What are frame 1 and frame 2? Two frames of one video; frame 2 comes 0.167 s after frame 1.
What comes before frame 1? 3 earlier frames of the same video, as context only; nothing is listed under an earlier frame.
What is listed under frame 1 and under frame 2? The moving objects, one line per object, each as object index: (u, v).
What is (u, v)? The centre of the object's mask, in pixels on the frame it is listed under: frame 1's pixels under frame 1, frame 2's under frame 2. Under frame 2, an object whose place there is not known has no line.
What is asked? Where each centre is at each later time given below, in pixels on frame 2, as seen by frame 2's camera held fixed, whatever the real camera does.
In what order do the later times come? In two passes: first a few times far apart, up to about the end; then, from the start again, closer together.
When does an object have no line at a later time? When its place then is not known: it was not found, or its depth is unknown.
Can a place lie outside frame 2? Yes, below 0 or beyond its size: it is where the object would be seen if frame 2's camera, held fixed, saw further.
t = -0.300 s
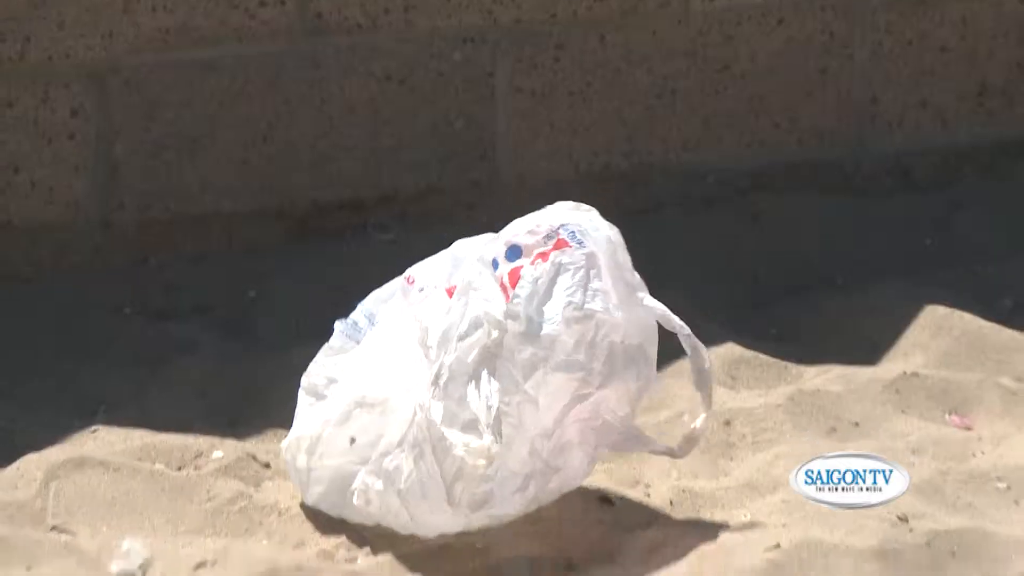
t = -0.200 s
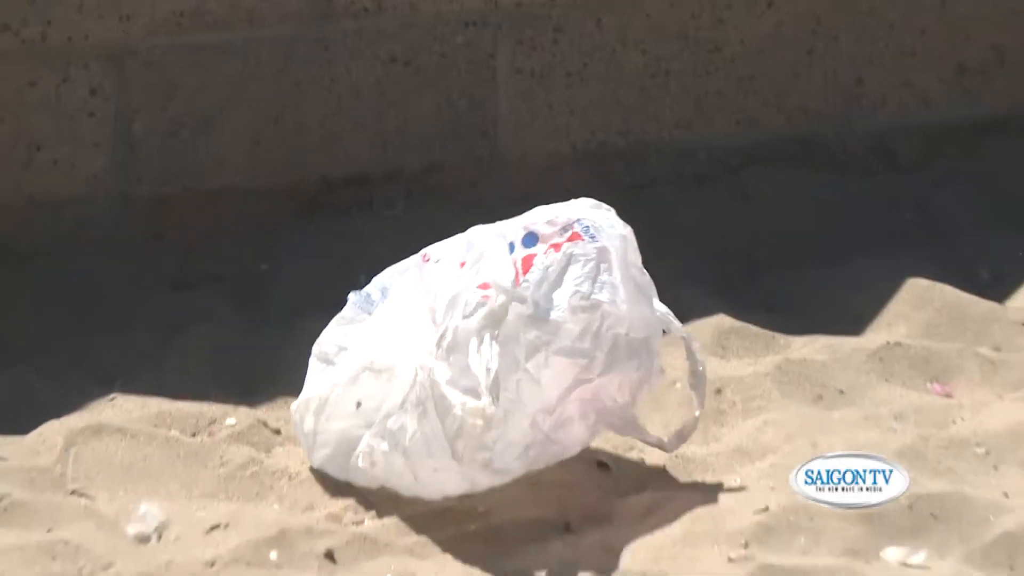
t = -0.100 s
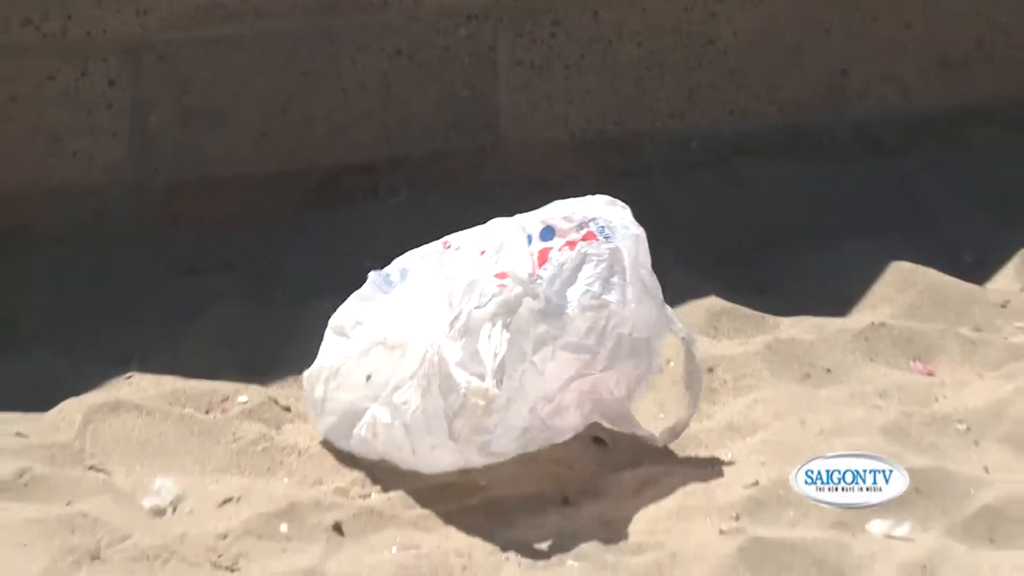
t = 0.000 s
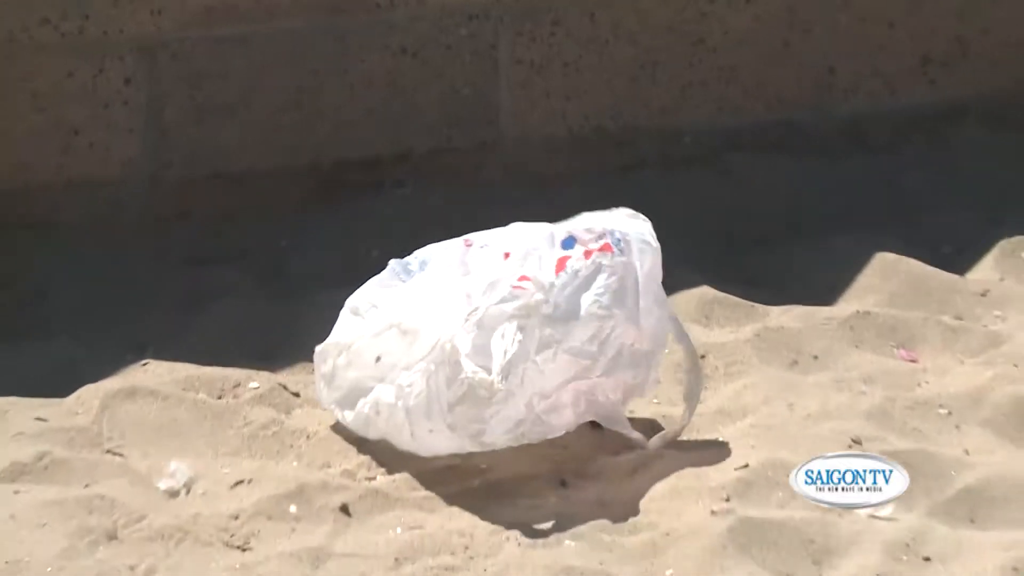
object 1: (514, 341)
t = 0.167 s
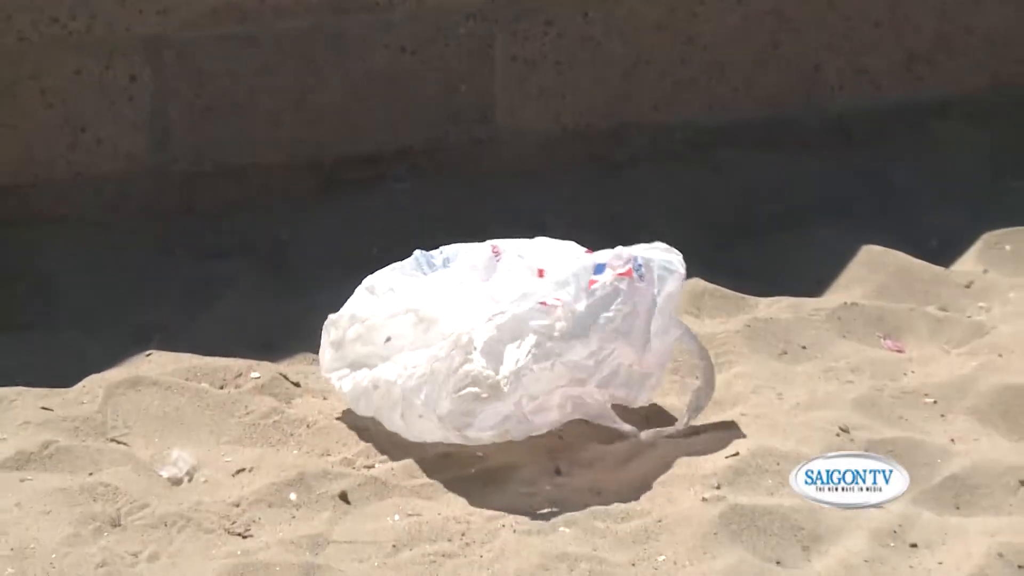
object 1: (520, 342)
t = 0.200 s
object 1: (521, 343)
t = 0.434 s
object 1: (531, 344)
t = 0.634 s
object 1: (539, 346)
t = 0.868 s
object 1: (547, 353)
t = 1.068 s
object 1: (548, 361)
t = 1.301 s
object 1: (548, 365)
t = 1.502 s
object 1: (548, 364)
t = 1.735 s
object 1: (548, 364)
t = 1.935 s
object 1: (548, 364)
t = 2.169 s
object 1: (548, 365)
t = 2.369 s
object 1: (547, 365)
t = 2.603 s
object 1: (547, 365)
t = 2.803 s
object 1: (548, 366)
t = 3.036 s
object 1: (547, 365)
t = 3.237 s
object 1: (547, 365)
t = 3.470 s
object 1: (547, 365)
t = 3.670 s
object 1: (547, 365)
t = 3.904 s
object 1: (546, 365)
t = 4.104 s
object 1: (547, 366)
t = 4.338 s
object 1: (547, 365)
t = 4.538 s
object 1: (547, 365)
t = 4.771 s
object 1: (547, 365)
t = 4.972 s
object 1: (547, 365)
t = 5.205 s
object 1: (547, 366)
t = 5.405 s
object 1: (547, 366)
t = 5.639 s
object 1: (547, 365)
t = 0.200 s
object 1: (521, 343)
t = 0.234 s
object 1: (523, 344)
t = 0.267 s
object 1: (524, 344)
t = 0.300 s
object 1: (525, 344)
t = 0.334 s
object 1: (527, 344)
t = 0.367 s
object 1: (528, 344)
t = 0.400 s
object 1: (530, 344)
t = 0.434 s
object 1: (531, 344)
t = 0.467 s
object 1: (533, 345)
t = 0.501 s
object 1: (534, 345)
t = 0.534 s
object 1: (535, 345)
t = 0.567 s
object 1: (537, 346)
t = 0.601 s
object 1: (538, 346)
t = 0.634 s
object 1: (539, 346)
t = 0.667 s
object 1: (540, 347)
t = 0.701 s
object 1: (541, 348)
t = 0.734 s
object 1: (542, 349)
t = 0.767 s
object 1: (543, 350)
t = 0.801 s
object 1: (544, 351)
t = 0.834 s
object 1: (546, 352)
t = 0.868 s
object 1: (547, 353)
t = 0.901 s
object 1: (548, 353)
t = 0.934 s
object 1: (548, 354)
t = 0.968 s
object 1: (548, 355)
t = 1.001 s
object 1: (549, 358)
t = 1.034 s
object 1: (549, 360)
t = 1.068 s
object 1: (548, 361)
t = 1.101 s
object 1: (548, 363)
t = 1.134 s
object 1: (548, 363)
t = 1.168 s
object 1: (548, 363)
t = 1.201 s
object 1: (547, 364)
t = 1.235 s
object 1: (547, 364)
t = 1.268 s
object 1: (547, 364)
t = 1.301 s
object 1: (548, 365)
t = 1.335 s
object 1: (548, 365)
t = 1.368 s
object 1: (548, 365)
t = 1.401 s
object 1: (548, 364)
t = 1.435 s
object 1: (548, 364)
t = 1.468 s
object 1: (548, 364)
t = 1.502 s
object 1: (548, 364)
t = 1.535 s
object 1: (548, 364)
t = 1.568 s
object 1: (548, 364)
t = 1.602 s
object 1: (548, 364)
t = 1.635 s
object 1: (548, 364)
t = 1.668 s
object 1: (548, 364)
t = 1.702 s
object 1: (548, 364)
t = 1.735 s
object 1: (548, 364)
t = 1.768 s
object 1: (548, 364)
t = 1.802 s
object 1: (548, 364)
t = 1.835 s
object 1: (548, 364)
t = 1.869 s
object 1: (548, 364)
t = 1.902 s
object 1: (547, 364)
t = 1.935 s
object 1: (548, 364)
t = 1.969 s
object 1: (547, 364)
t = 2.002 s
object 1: (548, 365)
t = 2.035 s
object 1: (547, 365)
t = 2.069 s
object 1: (547, 365)
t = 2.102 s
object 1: (547, 365)
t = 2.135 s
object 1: (547, 365)
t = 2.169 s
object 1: (548, 365)
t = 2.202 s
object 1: (548, 365)
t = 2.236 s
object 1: (547, 365)
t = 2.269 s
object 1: (547, 365)
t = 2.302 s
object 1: (547, 365)
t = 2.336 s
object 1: (547, 365)
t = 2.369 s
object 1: (547, 365)
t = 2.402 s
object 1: (547, 365)
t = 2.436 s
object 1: (547, 365)
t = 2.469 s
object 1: (547, 365)
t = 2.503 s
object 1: (547, 365)
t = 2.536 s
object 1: (547, 365)
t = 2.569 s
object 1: (547, 365)
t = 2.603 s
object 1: (547, 365)
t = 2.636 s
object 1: (547, 365)
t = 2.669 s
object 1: (547, 365)
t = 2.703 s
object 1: (548, 365)
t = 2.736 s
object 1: (548, 366)
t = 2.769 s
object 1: (548, 366)
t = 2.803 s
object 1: (548, 366)
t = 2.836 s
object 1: (548, 366)
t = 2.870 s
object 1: (548, 366)
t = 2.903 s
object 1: (548, 366)
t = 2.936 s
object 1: (548, 366)
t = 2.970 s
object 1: (548, 366)
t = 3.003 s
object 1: (547, 366)
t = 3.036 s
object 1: (547, 365)
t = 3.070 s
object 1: (547, 365)
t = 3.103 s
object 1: (547, 365)
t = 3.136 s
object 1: (547, 365)
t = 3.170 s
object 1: (547, 365)
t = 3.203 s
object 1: (547, 365)
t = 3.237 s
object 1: (547, 365)
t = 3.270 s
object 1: (547, 365)
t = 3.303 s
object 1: (548, 365)
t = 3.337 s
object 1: (547, 365)
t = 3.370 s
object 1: (547, 365)
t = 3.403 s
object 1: (547, 365)
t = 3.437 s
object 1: (547, 365)
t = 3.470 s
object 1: (547, 365)
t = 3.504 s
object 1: (547, 365)
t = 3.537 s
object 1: (547, 365)
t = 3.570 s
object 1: (547, 365)
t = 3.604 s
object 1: (547, 365)
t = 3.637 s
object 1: (547, 365)
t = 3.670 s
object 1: (547, 365)
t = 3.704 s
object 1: (547, 365)
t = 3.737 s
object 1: (547, 365)
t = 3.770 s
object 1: (547, 365)
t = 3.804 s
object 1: (547, 365)
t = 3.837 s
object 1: (546, 365)
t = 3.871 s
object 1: (547, 365)
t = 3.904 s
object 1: (546, 365)
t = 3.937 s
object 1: (547, 365)
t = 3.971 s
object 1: (546, 365)
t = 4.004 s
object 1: (547, 365)
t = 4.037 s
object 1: (547, 365)
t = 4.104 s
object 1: (547, 366)
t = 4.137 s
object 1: (547, 365)
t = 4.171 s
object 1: (547, 365)
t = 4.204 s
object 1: (547, 365)
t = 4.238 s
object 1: (547, 365)
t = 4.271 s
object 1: (546, 365)
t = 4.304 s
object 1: (547, 365)
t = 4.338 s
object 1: (547, 365)
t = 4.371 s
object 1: (547, 365)
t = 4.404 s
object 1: (547, 365)
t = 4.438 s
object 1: (547, 365)
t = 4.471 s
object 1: (547, 365)
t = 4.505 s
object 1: (547, 365)
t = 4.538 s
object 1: (547, 365)
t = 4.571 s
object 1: (547, 365)
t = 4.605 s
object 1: (547, 365)
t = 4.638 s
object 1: (547, 365)
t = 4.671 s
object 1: (547, 365)
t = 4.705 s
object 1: (547, 365)
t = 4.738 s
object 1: (547, 365)
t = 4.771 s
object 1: (547, 365)
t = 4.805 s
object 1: (547, 365)
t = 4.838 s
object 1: (547, 365)
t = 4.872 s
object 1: (547, 365)
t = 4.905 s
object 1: (547, 365)
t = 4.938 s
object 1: (547, 365)
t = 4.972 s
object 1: (547, 365)
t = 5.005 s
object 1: (547, 365)
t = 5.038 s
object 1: (547, 365)
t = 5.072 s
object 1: (547, 366)
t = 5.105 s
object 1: (547, 366)
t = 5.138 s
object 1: (547, 366)
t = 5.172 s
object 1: (547, 366)
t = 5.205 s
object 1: (547, 366)
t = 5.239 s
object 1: (547, 366)
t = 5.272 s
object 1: (547, 366)
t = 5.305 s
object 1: (547, 366)
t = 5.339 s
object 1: (547, 366)
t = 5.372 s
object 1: (547, 365)
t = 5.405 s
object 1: (547, 366)
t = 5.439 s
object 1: (547, 365)
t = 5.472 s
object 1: (547, 365)
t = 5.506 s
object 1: (547, 365)
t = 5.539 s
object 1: (547, 365)
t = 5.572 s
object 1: (547, 365)
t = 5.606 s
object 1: (547, 365)
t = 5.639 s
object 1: (547, 365)
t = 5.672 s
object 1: (547, 365)
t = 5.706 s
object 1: (547, 365)
